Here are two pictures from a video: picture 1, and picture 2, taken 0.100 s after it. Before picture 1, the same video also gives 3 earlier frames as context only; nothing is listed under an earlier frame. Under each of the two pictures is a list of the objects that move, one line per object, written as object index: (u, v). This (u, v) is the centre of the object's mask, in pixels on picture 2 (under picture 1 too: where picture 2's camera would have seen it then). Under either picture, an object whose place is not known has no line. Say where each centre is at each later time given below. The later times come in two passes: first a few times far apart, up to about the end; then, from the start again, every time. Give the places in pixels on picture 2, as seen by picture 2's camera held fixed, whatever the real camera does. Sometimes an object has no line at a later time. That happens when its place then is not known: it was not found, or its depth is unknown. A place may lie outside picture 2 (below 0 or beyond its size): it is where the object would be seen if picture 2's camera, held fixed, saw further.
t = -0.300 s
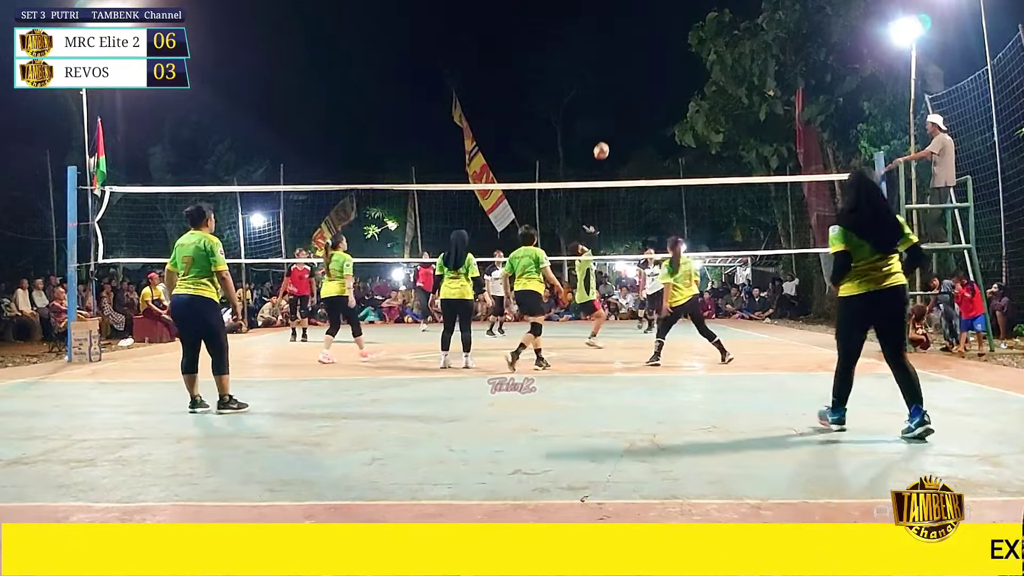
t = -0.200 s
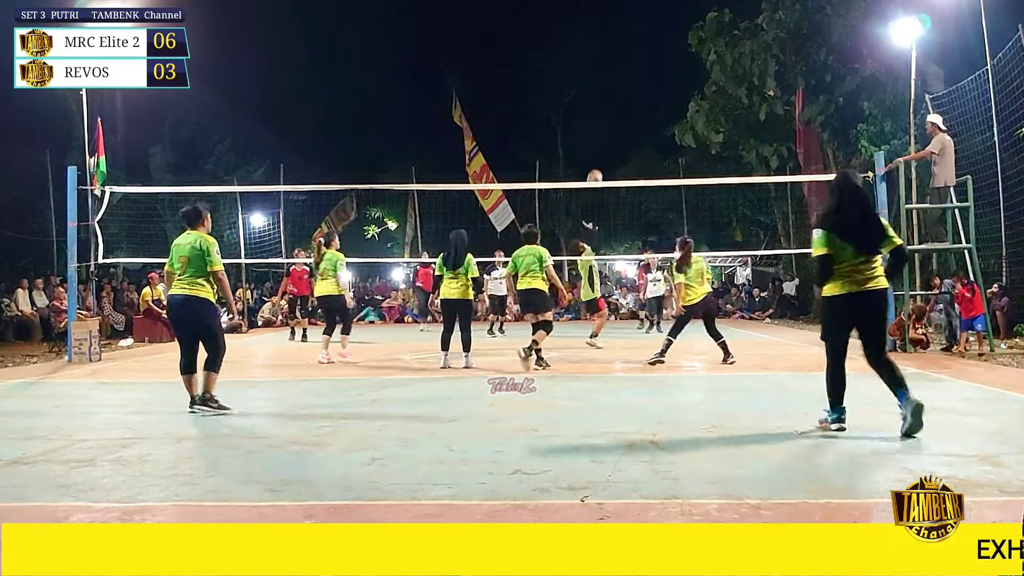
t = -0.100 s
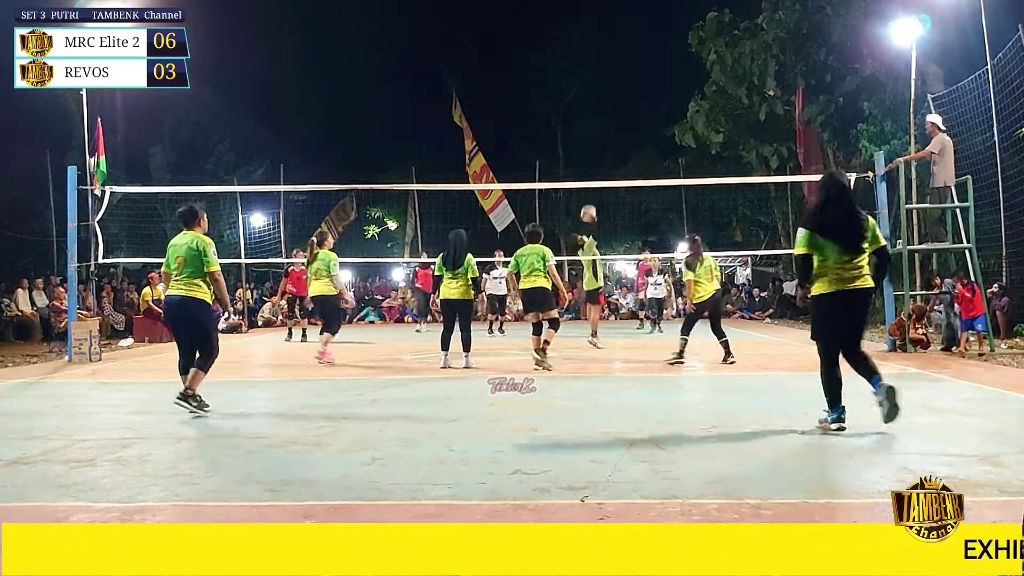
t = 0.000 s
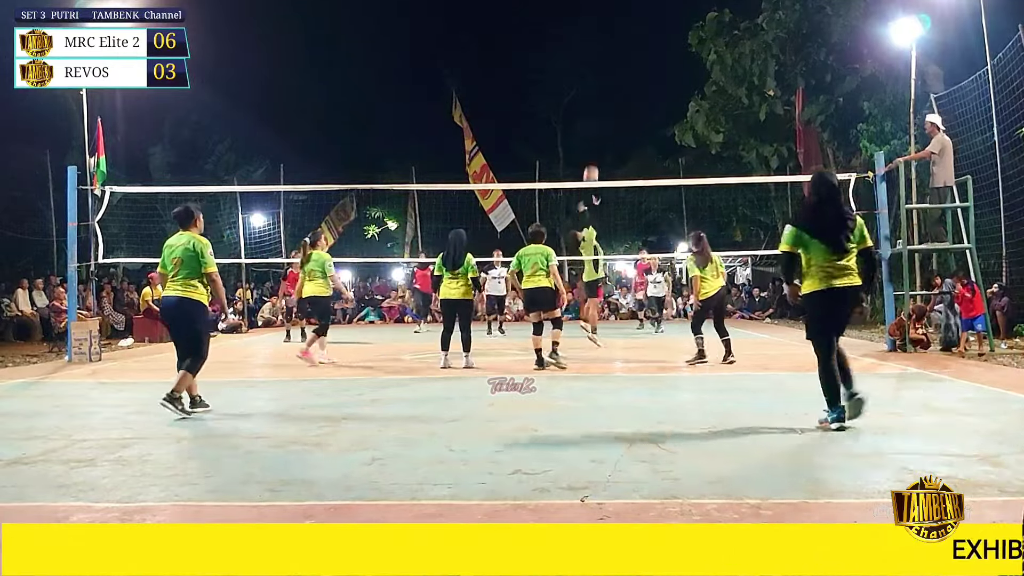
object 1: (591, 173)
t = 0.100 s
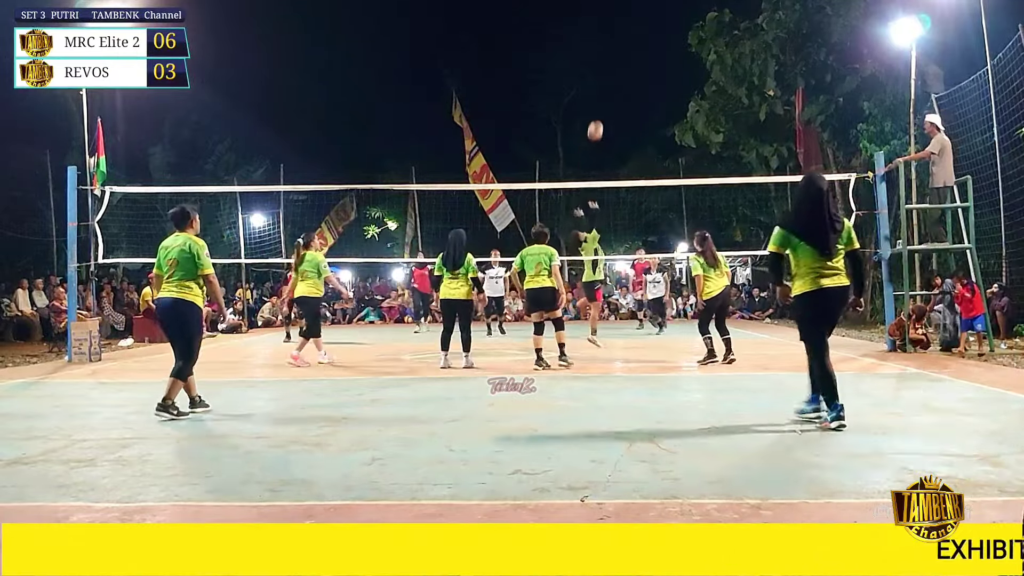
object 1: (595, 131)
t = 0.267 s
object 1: (604, 70)
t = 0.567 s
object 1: (620, 14)
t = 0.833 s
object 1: (634, 17)
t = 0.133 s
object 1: (597, 117)
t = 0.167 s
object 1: (599, 104)
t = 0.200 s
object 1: (600, 92)
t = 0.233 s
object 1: (602, 81)
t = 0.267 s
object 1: (604, 70)
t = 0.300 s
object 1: (605, 61)
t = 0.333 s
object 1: (607, 52)
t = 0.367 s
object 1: (609, 44)
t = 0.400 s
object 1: (611, 37)
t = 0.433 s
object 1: (613, 31)
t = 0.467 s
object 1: (614, 25)
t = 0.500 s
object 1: (616, 20)
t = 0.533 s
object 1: (618, 17)
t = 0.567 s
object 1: (620, 14)
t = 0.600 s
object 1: (621, 11)
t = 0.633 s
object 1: (623, 10)
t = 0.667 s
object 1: (625, 9)
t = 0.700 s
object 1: (627, 9)
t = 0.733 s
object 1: (629, 10)
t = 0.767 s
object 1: (630, 12)
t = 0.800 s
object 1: (632, 14)
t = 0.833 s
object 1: (634, 17)
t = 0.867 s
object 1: (636, 21)
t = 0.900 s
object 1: (638, 26)
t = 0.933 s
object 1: (639, 31)
